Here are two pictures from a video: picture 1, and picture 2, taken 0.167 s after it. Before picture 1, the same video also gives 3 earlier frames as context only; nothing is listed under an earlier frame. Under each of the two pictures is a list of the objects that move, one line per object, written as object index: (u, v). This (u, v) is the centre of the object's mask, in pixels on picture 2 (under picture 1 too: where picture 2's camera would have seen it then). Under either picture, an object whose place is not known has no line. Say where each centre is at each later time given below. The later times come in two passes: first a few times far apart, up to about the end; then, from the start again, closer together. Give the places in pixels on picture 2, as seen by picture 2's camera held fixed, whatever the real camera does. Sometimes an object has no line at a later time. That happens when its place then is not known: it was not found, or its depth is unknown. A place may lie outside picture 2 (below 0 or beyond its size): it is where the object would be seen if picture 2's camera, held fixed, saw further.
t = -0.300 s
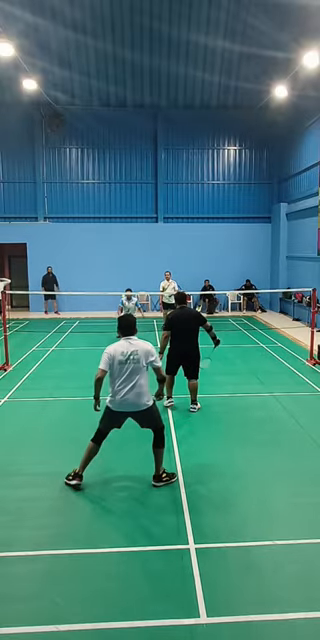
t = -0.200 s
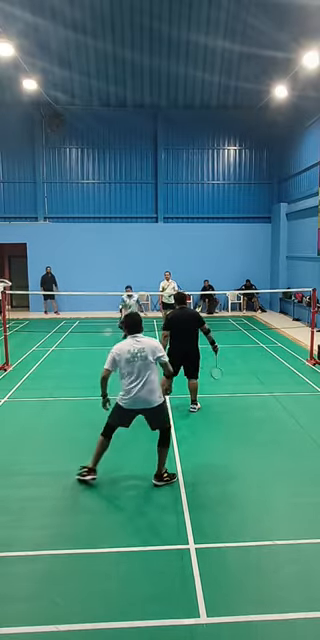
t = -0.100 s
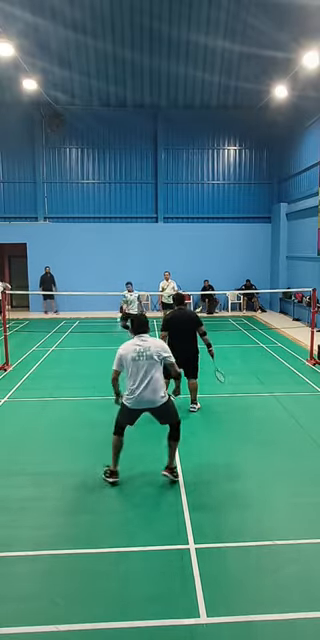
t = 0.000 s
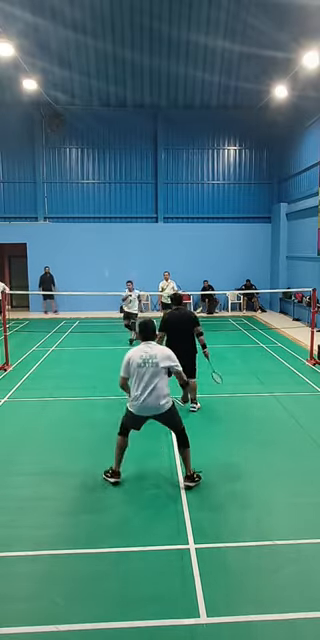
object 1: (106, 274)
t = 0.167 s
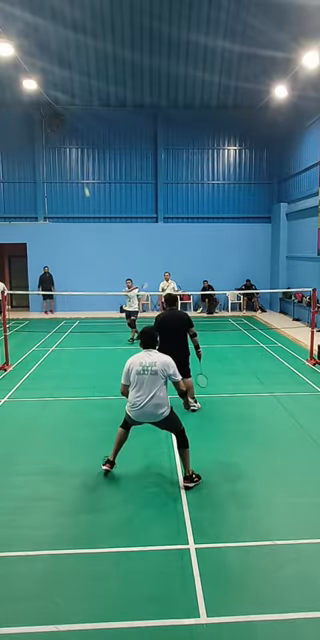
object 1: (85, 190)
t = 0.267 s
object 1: (75, 154)
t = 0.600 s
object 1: (37, 71)
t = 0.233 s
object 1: (79, 165)
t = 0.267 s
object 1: (75, 154)
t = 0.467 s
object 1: (53, 95)
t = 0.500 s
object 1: (49, 87)
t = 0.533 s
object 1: (45, 81)
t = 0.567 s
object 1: (41, 75)
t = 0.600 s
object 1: (37, 71)
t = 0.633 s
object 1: (32, 67)
